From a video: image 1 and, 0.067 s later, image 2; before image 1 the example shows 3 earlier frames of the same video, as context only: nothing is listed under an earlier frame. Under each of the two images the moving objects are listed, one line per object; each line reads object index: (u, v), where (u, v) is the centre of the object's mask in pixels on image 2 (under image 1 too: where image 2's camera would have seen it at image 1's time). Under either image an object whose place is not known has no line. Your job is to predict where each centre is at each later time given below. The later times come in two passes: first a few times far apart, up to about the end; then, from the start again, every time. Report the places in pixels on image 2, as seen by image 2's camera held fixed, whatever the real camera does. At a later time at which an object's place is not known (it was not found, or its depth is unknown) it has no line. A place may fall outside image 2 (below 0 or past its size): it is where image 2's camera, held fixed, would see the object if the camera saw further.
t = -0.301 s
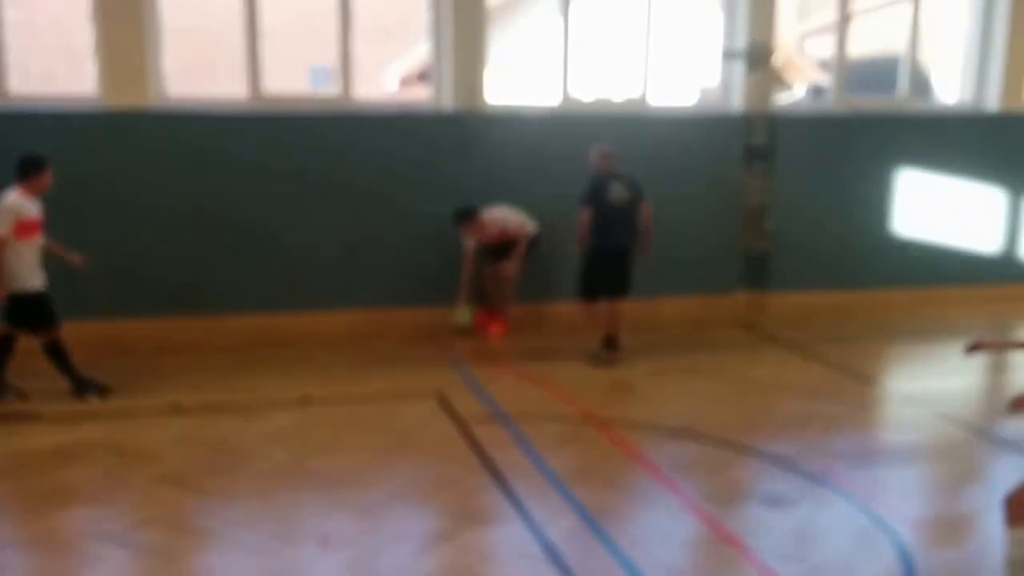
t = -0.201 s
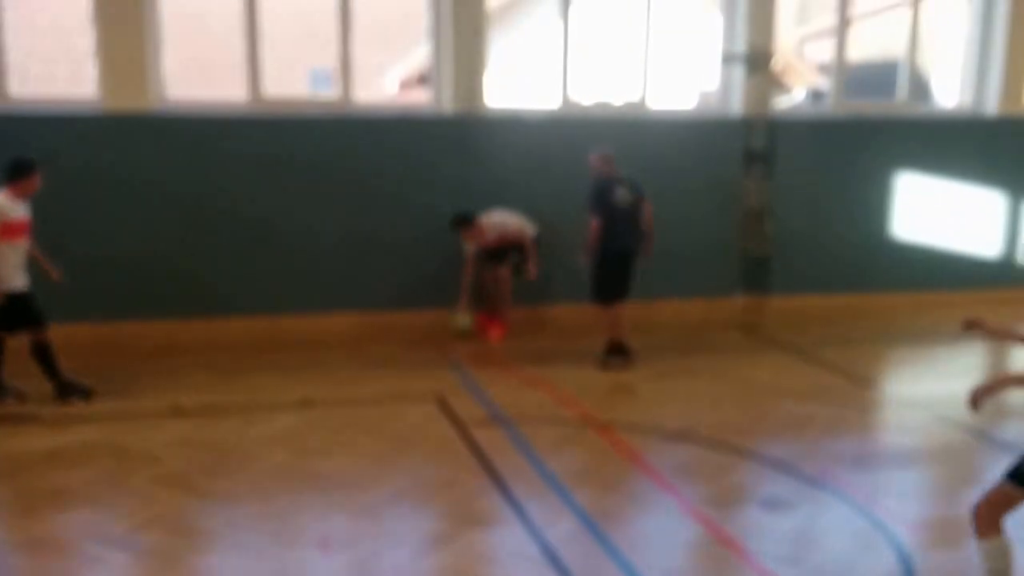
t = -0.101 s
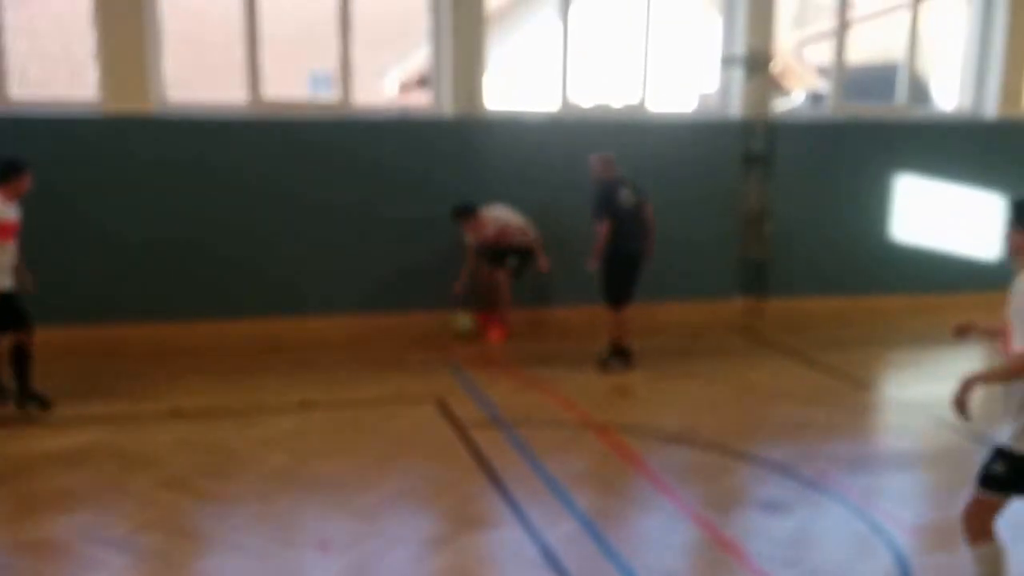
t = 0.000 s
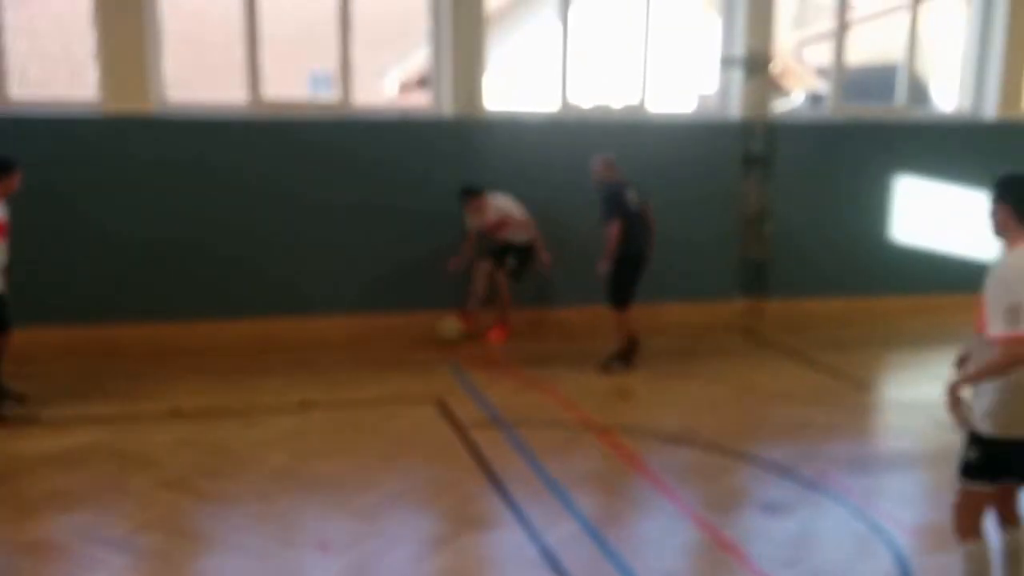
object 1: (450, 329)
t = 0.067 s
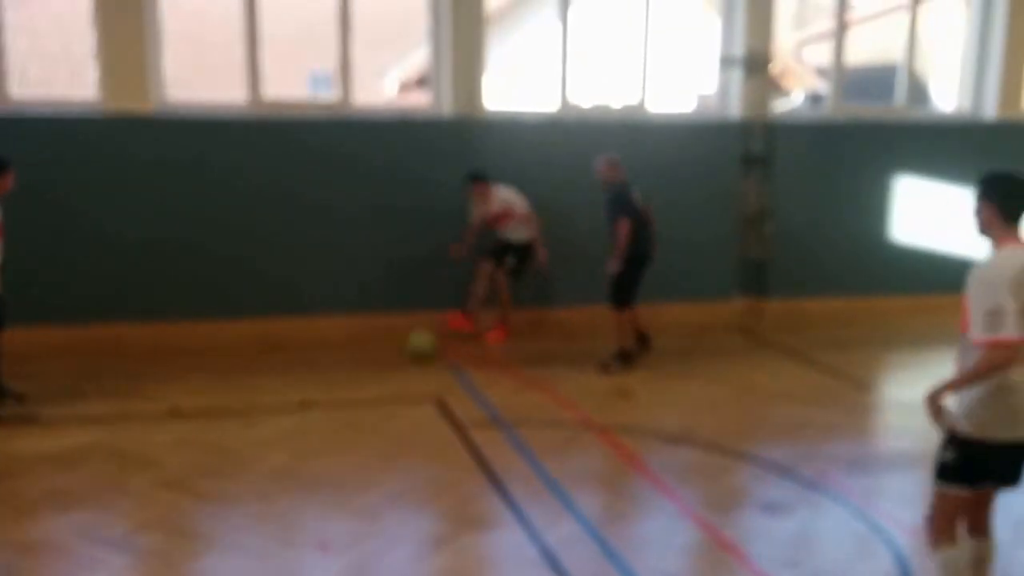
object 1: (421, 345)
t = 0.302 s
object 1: (309, 398)
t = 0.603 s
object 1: (112, 493)
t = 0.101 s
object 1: (406, 351)
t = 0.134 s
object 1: (391, 359)
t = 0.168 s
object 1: (375, 365)
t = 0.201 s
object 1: (359, 374)
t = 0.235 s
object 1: (342, 382)
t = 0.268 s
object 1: (326, 389)
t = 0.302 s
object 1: (309, 398)
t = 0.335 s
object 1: (292, 408)
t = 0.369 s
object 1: (271, 418)
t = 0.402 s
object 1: (253, 426)
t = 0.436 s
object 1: (232, 437)
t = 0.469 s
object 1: (210, 448)
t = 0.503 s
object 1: (188, 458)
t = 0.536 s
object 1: (166, 469)
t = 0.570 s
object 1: (138, 483)
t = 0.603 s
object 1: (112, 493)
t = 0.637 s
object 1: (83, 506)
